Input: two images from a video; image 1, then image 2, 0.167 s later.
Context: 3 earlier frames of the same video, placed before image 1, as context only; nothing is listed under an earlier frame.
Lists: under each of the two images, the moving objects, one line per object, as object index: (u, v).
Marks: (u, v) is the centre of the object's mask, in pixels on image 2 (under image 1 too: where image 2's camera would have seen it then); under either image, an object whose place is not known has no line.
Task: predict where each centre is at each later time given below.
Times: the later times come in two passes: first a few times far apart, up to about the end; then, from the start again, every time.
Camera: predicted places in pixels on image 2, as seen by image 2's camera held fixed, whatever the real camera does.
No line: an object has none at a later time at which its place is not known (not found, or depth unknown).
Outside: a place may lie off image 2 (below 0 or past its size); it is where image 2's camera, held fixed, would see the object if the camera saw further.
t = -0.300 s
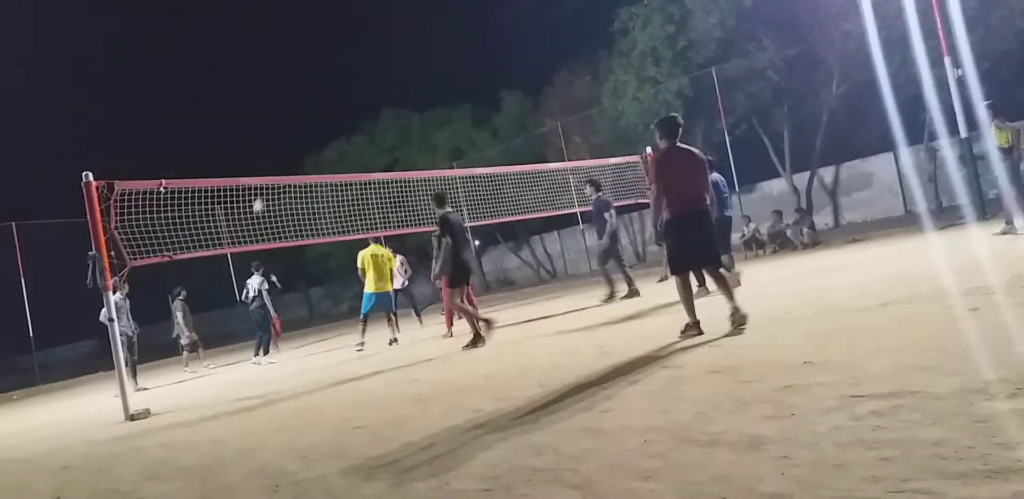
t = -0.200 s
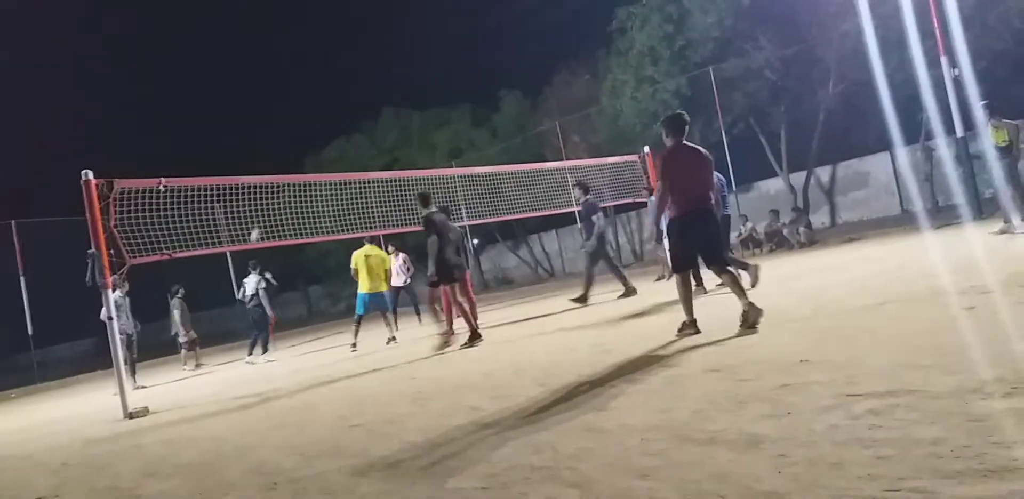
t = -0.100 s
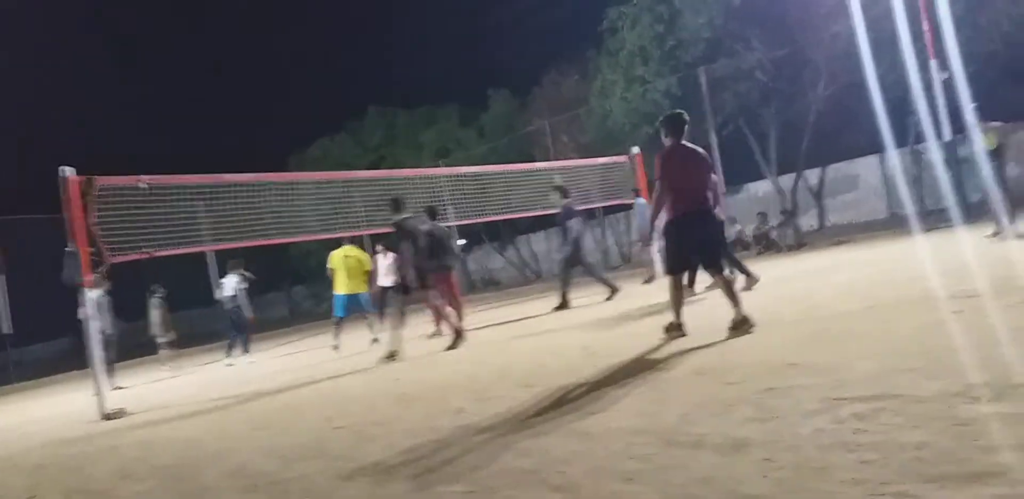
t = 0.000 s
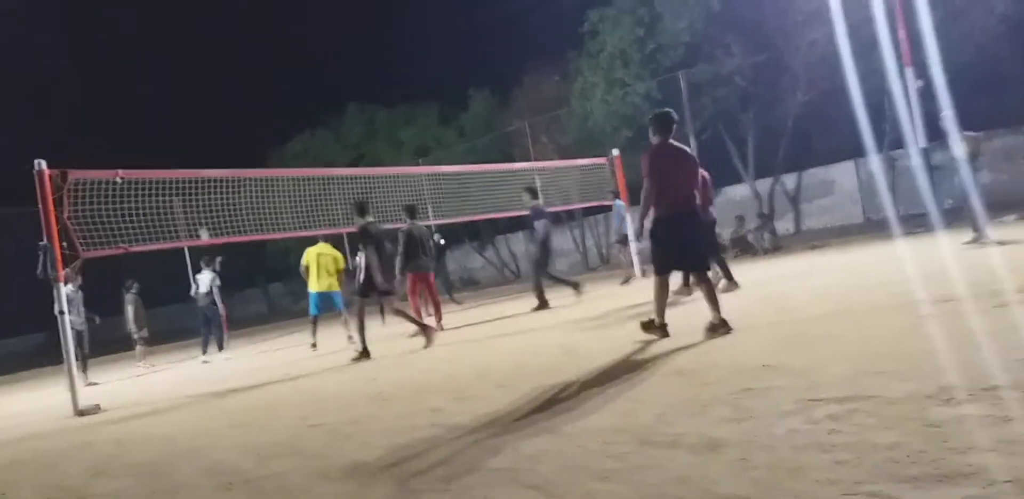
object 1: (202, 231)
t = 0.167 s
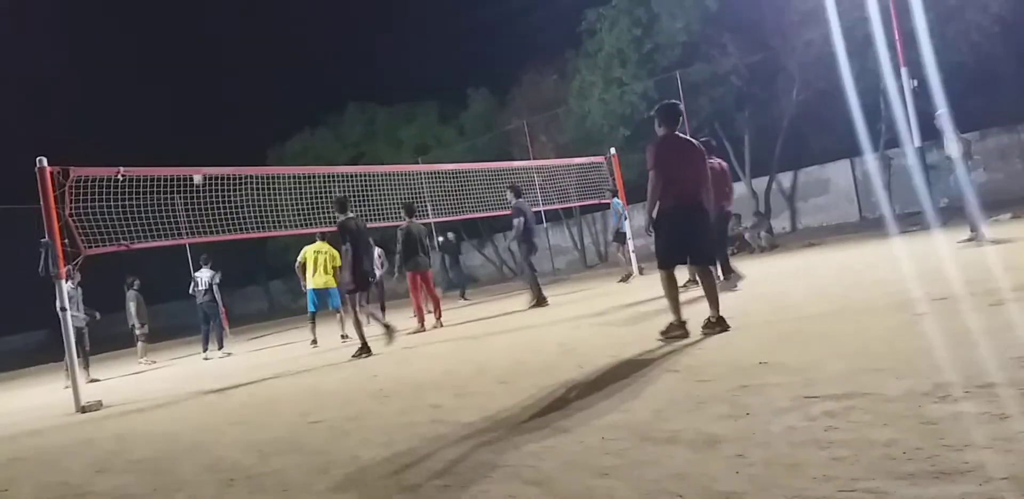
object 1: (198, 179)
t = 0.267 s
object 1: (194, 148)
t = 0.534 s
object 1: (186, 89)
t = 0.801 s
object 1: (182, 63)
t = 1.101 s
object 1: (185, 81)
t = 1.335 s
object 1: (193, 136)
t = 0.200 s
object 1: (196, 164)
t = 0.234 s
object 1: (195, 158)
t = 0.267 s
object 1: (194, 148)
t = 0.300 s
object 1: (192, 139)
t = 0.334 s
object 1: (191, 130)
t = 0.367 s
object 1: (190, 123)
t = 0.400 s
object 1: (189, 115)
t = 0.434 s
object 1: (188, 108)
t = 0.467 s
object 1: (187, 101)
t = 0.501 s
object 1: (187, 95)
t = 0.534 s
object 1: (186, 89)
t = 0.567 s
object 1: (185, 84)
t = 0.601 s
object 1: (184, 79)
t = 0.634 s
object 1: (184, 75)
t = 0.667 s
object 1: (183, 72)
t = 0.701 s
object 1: (183, 69)
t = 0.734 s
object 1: (183, 66)
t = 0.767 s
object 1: (183, 64)
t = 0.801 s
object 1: (182, 63)
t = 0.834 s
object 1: (182, 63)
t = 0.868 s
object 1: (182, 62)
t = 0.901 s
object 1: (183, 63)
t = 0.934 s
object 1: (183, 65)
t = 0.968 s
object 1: (183, 67)
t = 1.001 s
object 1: (184, 69)
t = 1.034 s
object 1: (184, 73)
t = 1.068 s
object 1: (184, 76)
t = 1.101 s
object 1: (185, 81)
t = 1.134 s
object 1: (186, 86)
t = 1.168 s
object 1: (187, 92)
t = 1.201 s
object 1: (188, 100)
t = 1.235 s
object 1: (189, 108)
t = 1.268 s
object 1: (190, 116)
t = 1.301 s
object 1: (191, 126)
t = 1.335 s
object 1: (193, 136)
